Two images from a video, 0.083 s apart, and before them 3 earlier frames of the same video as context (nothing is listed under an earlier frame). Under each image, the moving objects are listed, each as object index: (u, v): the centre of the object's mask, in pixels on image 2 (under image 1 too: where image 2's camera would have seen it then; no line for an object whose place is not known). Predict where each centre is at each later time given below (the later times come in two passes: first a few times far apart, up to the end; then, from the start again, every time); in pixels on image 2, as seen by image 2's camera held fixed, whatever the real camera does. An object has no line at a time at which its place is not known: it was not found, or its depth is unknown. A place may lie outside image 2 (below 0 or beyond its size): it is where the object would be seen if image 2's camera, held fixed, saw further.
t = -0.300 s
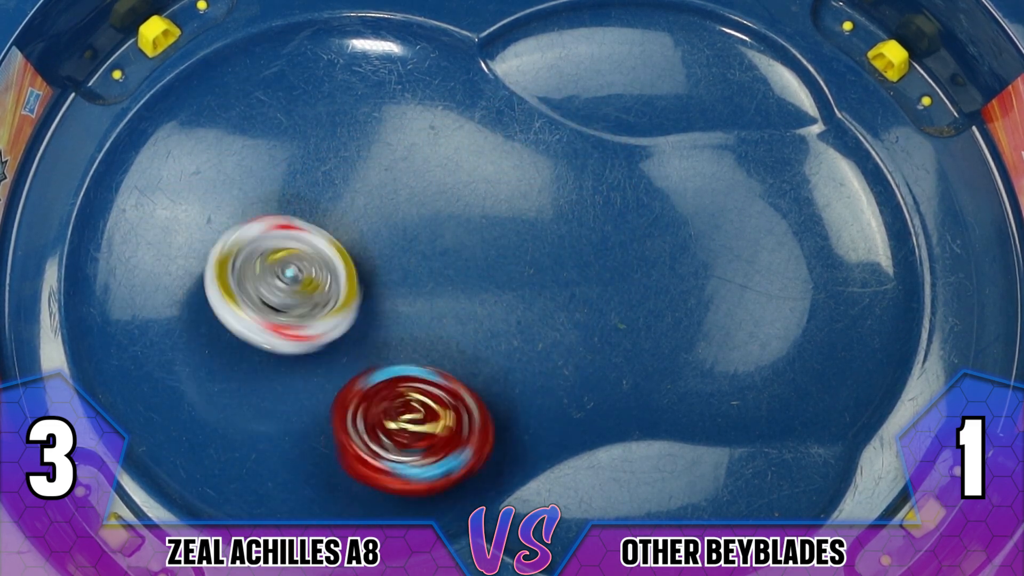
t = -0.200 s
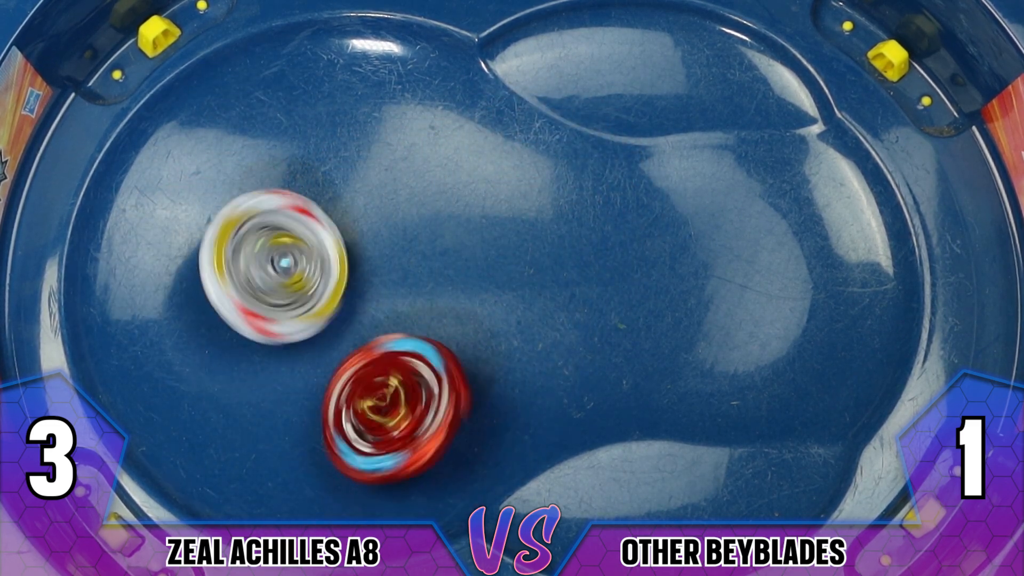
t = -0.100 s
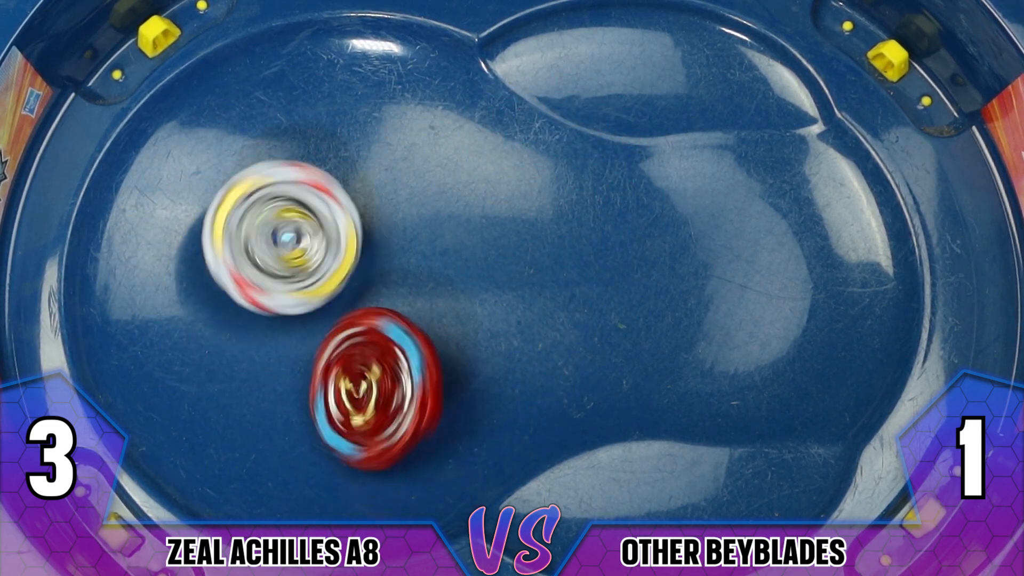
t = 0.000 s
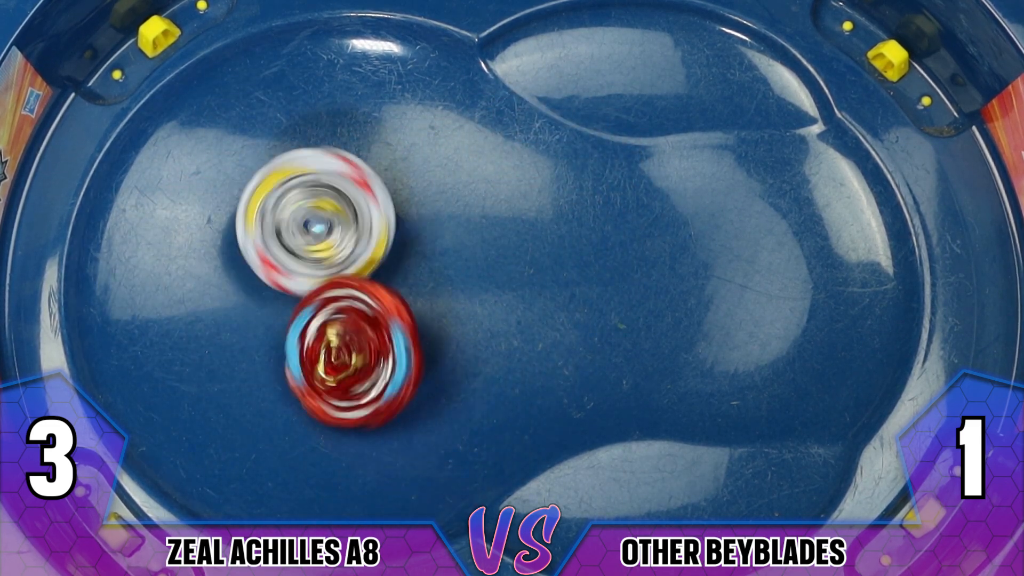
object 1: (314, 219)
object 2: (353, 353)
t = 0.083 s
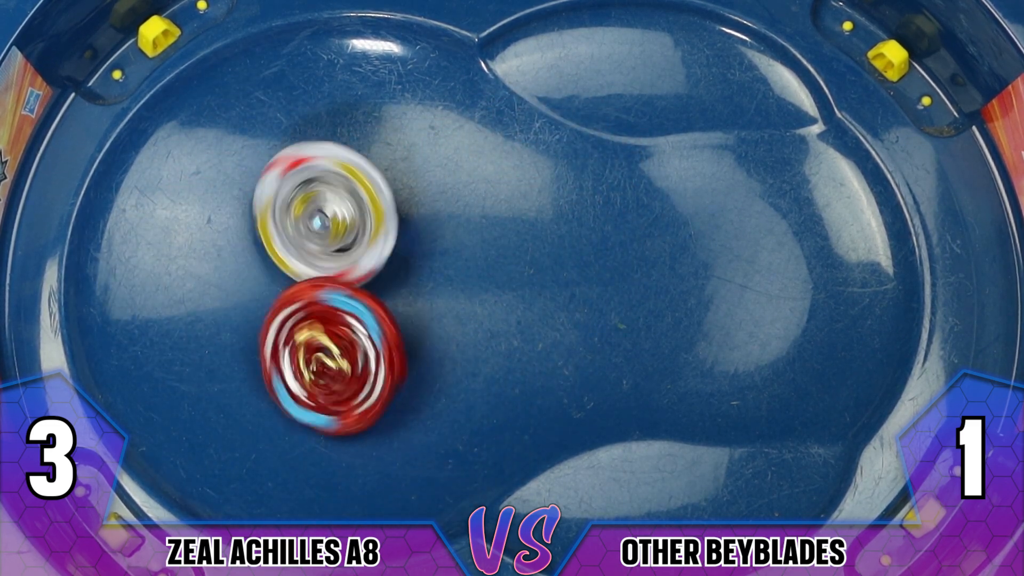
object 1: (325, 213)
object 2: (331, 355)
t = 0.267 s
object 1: (383, 242)
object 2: (258, 345)
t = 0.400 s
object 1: (373, 267)
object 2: (233, 327)
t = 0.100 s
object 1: (327, 211)
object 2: (324, 356)
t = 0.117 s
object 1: (329, 209)
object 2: (318, 357)
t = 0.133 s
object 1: (334, 209)
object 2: (314, 357)
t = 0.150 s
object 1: (340, 211)
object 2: (310, 354)
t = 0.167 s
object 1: (344, 214)
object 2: (303, 352)
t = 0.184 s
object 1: (349, 218)
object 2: (297, 351)
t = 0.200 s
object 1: (357, 221)
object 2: (289, 355)
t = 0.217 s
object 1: (364, 225)
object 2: (282, 354)
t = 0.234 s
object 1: (371, 230)
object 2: (274, 351)
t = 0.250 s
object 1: (377, 236)
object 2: (265, 348)
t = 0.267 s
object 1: (383, 242)
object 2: (258, 345)
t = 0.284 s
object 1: (386, 248)
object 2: (252, 342)
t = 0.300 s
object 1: (388, 254)
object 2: (248, 339)
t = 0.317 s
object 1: (387, 259)
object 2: (243, 335)
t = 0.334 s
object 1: (385, 264)
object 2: (239, 332)
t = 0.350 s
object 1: (382, 267)
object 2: (235, 330)
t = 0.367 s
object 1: (378, 267)
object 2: (233, 329)
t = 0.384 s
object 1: (376, 267)
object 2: (232, 329)
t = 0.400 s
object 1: (373, 267)
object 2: (233, 327)
